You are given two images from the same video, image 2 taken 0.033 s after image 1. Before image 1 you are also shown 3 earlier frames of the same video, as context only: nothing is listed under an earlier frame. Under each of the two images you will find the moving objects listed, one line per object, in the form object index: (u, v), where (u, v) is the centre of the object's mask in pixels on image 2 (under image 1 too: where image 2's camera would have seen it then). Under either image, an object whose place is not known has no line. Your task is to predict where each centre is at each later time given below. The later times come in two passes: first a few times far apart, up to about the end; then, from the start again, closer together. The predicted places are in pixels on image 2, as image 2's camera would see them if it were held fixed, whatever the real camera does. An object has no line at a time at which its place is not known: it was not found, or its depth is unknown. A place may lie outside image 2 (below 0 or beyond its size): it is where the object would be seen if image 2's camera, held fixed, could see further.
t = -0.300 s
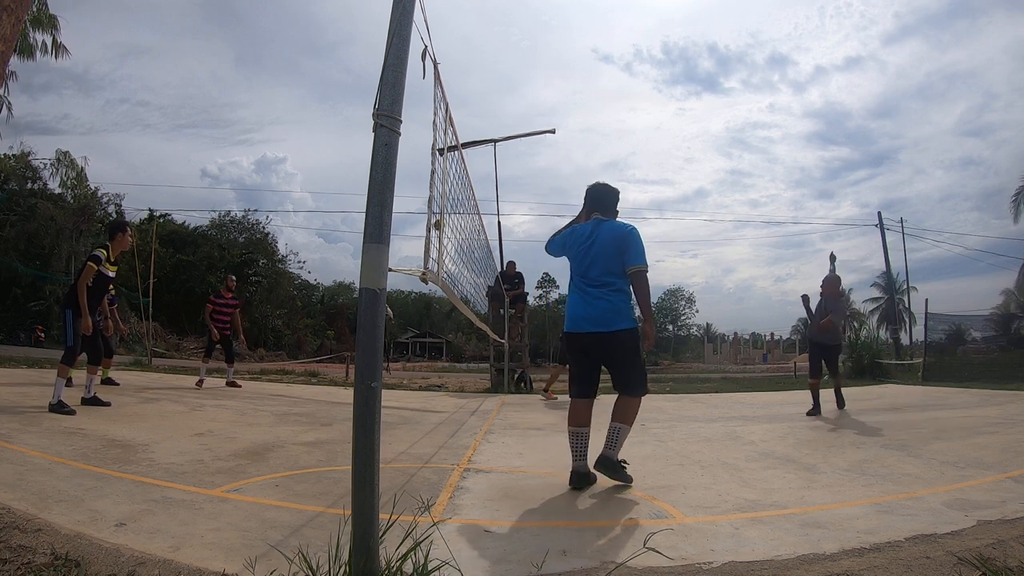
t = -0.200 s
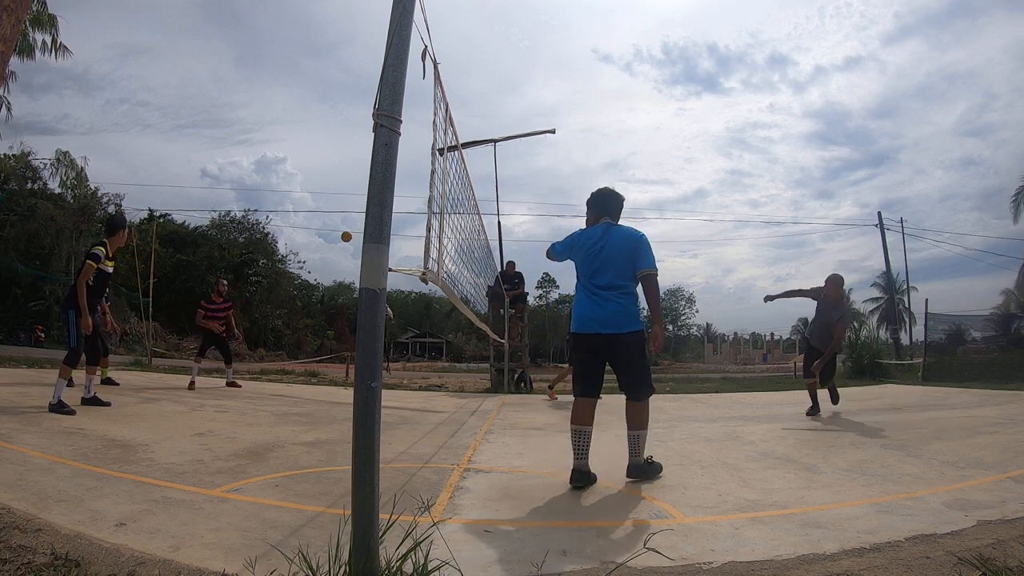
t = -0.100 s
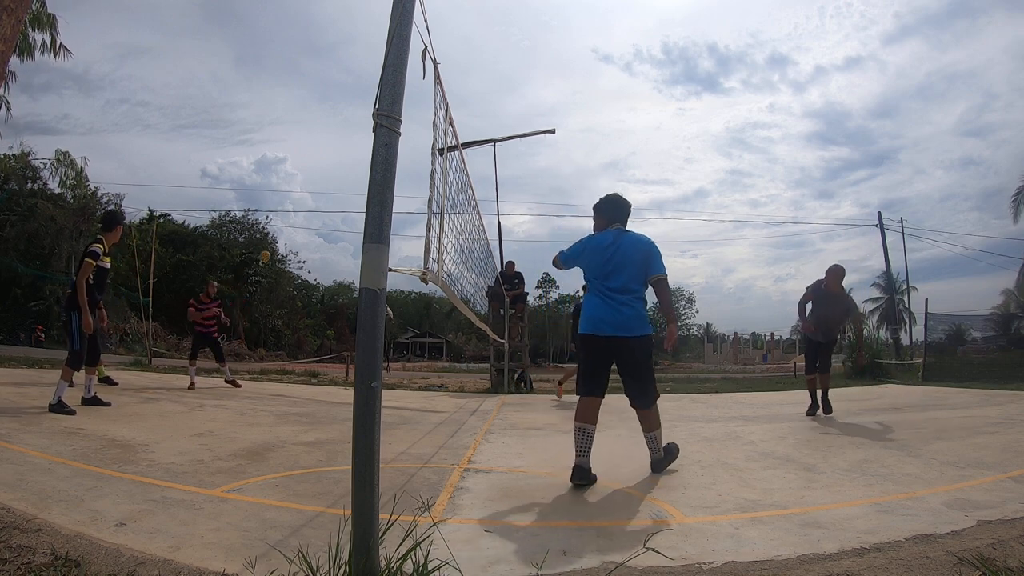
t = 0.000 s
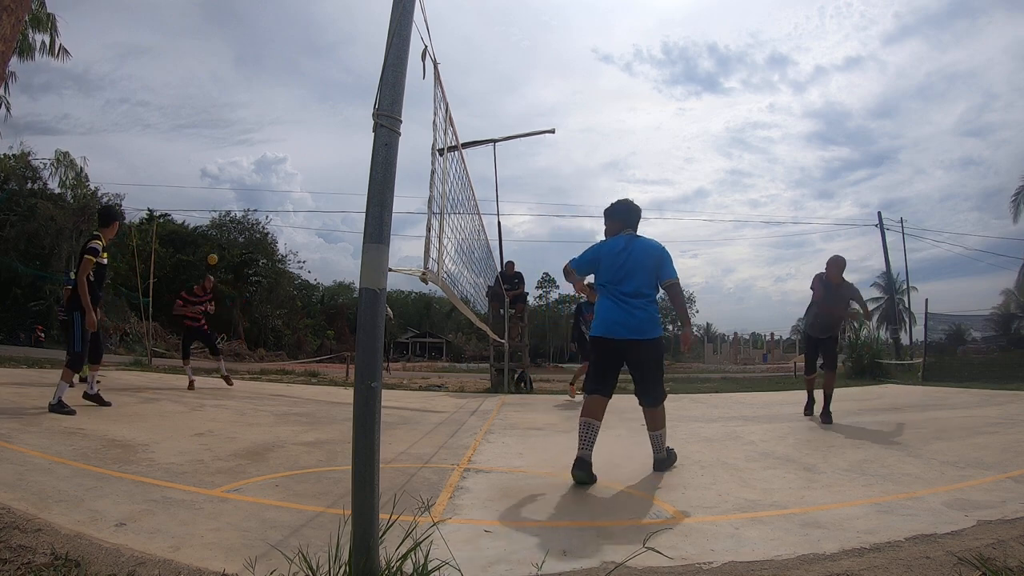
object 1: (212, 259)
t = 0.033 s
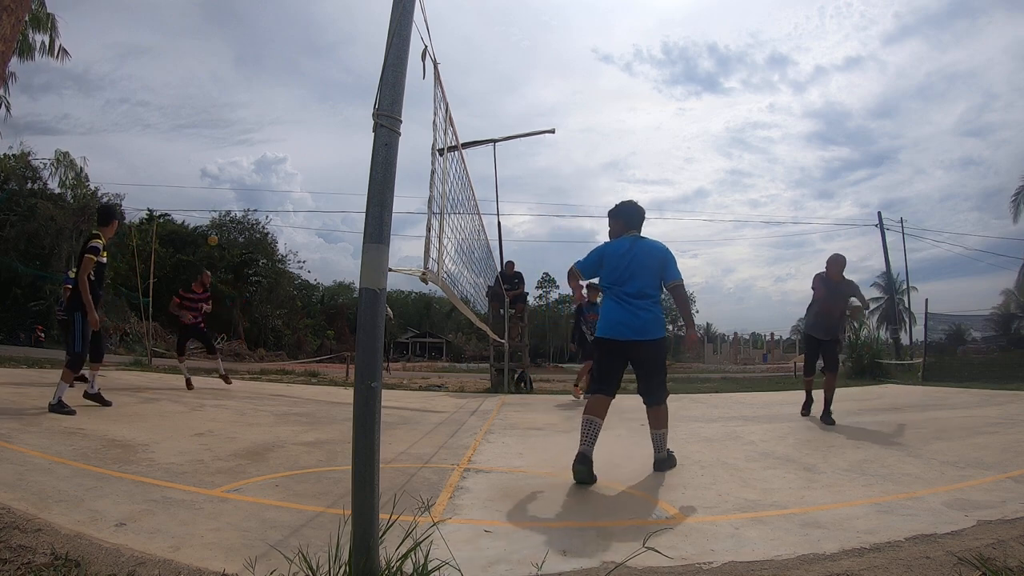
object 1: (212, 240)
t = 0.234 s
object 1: (216, 151)
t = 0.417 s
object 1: (216, 103)
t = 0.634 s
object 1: (213, 78)
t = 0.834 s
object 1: (205, 79)
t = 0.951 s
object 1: (198, 89)
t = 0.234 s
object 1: (216, 151)
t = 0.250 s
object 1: (216, 146)
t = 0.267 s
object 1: (216, 141)
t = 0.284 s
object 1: (216, 136)
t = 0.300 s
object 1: (216, 130)
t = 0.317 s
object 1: (216, 126)
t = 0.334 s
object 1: (216, 122)
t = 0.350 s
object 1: (216, 118)
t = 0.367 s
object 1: (216, 114)
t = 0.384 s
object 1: (216, 110)
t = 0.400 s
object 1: (216, 107)
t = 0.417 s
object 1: (216, 103)
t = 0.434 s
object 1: (216, 100)
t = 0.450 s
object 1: (216, 97)
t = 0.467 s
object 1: (216, 95)
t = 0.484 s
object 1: (216, 93)
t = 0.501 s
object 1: (216, 90)
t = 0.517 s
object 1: (215, 88)
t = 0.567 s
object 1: (214, 83)
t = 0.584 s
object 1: (214, 81)
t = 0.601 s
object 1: (214, 80)
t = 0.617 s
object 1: (213, 79)
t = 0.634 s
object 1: (213, 78)
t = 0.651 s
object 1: (212, 77)
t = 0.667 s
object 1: (212, 77)
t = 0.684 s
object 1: (211, 76)
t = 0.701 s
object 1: (210, 76)
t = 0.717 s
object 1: (210, 76)
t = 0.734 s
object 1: (209, 76)
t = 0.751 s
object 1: (208, 76)
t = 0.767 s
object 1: (208, 76)
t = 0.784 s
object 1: (207, 77)
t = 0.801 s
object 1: (206, 77)
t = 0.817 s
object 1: (206, 78)
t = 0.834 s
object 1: (205, 79)
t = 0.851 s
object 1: (204, 80)
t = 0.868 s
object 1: (203, 81)
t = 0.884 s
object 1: (202, 83)
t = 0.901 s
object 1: (201, 84)
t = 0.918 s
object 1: (200, 86)
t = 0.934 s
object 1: (199, 87)
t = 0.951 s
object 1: (198, 89)
